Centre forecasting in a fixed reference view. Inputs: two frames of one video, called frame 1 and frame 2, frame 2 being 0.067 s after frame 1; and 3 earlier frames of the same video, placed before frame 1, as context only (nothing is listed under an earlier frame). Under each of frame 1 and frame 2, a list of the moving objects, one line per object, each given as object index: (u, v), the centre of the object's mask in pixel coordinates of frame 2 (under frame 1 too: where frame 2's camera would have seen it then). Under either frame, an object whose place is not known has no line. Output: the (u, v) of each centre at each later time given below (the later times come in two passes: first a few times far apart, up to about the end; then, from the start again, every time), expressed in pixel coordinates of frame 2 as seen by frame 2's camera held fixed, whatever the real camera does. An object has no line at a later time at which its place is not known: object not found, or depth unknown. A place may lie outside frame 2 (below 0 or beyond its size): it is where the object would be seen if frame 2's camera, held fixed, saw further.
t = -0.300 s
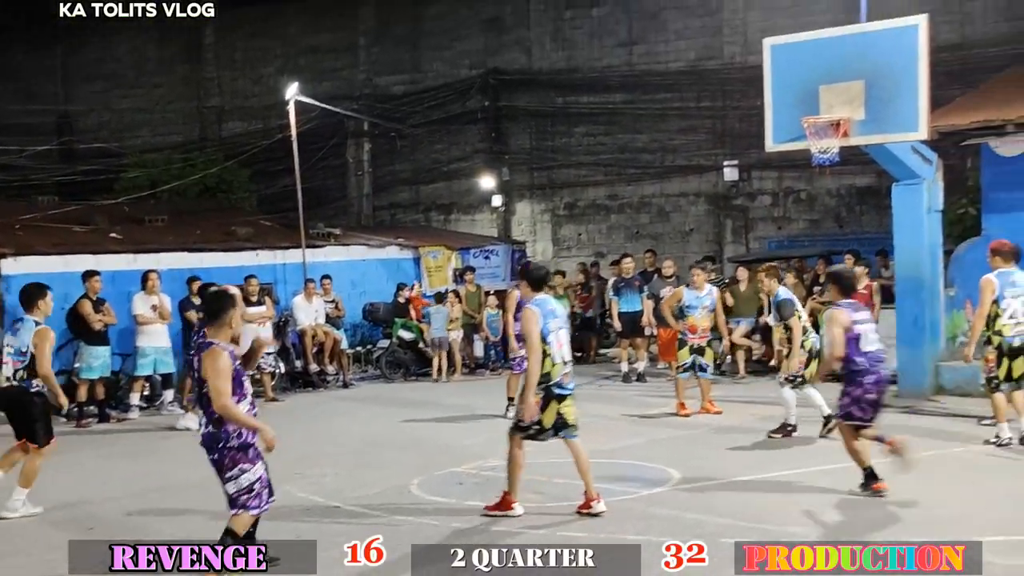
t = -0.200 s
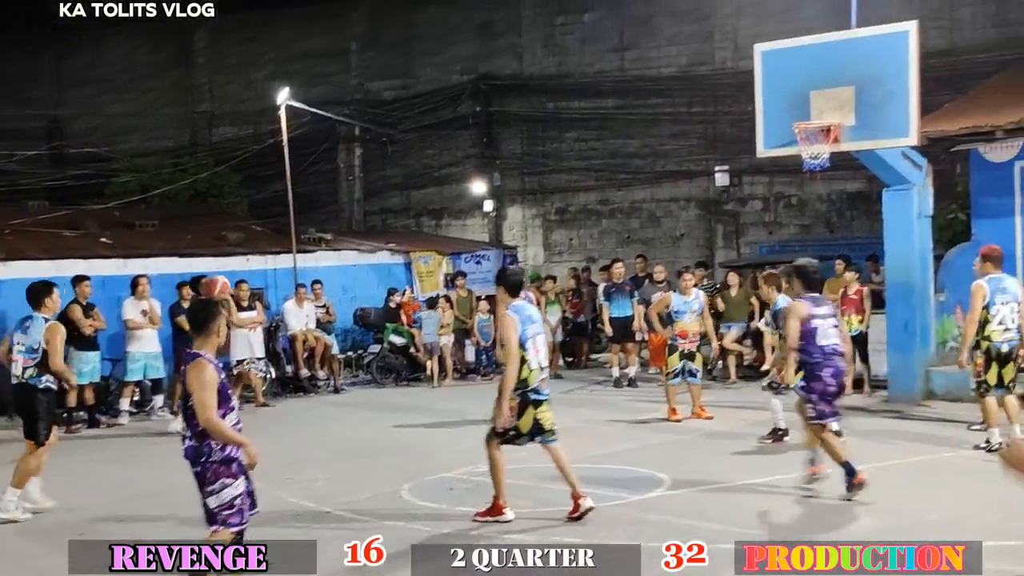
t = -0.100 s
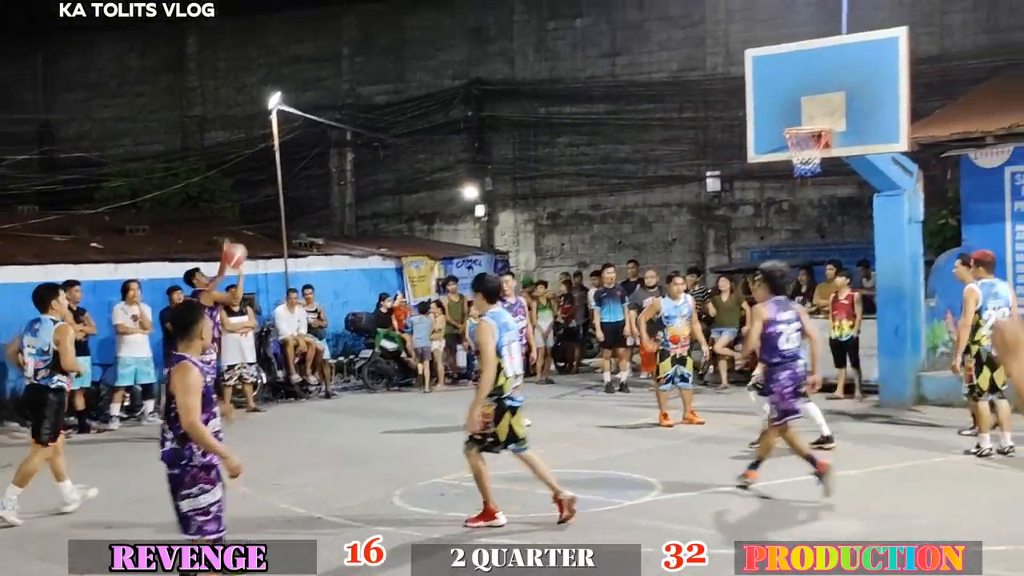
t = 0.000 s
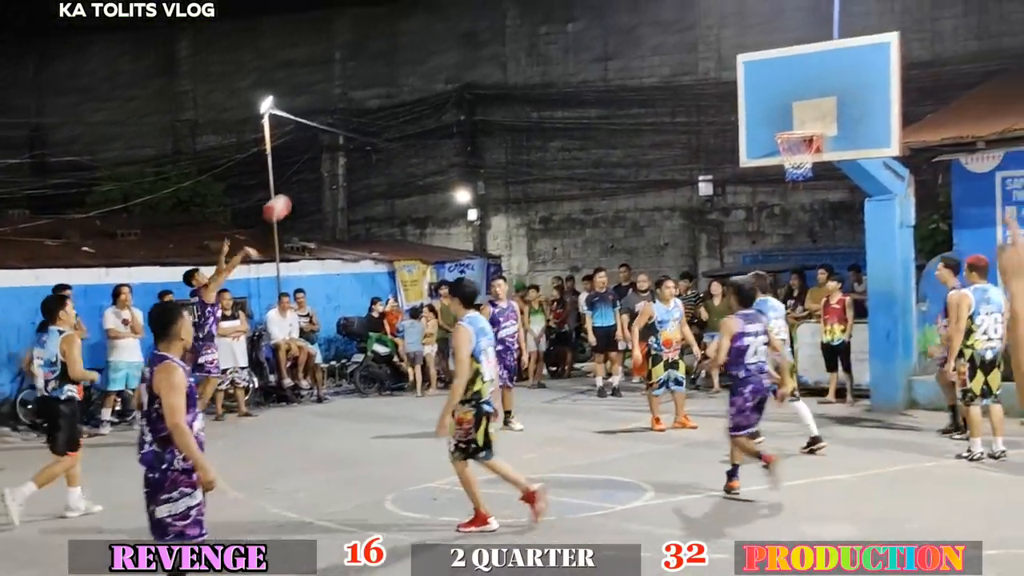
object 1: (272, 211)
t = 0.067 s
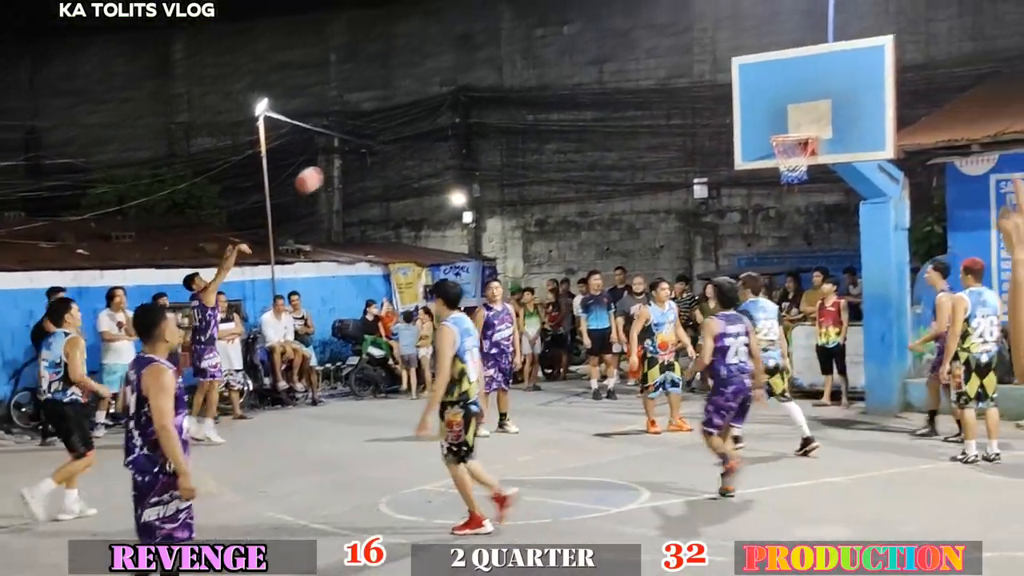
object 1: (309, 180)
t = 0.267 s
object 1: (421, 113)
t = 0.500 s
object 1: (552, 81)
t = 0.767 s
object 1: (700, 107)
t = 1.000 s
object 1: (732, 166)
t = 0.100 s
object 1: (328, 166)
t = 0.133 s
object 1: (346, 153)
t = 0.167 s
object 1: (364, 142)
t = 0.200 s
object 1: (383, 131)
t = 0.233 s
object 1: (402, 122)
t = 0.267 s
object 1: (421, 113)
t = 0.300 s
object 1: (440, 105)
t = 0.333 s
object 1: (458, 99)
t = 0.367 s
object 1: (477, 93)
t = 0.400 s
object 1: (496, 88)
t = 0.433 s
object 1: (515, 85)
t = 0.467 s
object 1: (533, 82)
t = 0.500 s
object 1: (552, 81)
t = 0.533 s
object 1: (570, 80)
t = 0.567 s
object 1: (589, 81)
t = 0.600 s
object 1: (607, 83)
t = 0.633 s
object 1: (626, 85)
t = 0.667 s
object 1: (646, 89)
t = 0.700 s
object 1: (663, 94)
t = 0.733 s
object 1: (682, 100)
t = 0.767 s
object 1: (700, 107)
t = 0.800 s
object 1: (717, 114)
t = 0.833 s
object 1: (735, 122)
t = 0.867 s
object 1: (755, 132)
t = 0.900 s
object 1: (761, 141)
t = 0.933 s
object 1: (753, 148)
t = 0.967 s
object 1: (742, 157)
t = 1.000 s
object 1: (732, 166)
